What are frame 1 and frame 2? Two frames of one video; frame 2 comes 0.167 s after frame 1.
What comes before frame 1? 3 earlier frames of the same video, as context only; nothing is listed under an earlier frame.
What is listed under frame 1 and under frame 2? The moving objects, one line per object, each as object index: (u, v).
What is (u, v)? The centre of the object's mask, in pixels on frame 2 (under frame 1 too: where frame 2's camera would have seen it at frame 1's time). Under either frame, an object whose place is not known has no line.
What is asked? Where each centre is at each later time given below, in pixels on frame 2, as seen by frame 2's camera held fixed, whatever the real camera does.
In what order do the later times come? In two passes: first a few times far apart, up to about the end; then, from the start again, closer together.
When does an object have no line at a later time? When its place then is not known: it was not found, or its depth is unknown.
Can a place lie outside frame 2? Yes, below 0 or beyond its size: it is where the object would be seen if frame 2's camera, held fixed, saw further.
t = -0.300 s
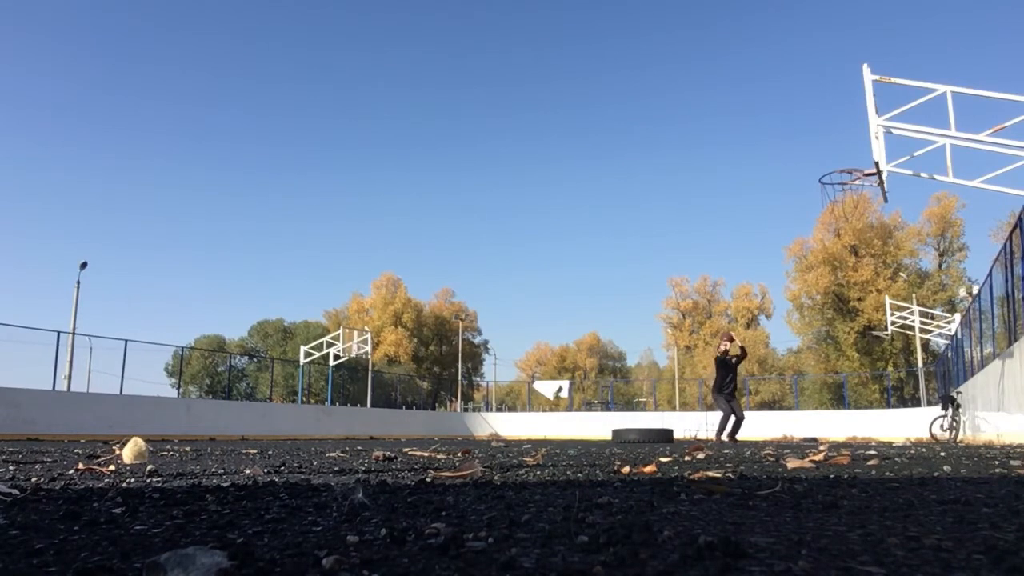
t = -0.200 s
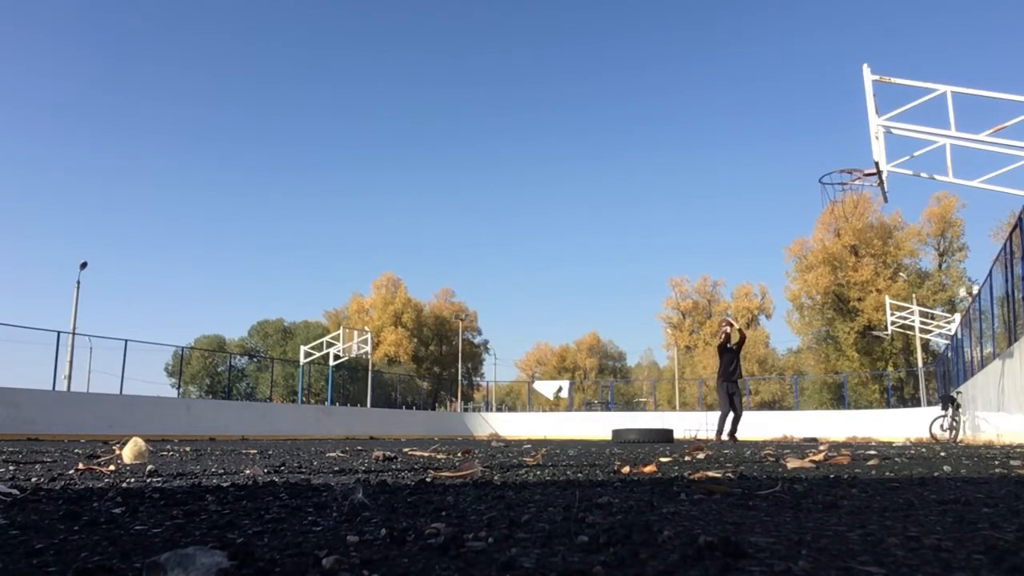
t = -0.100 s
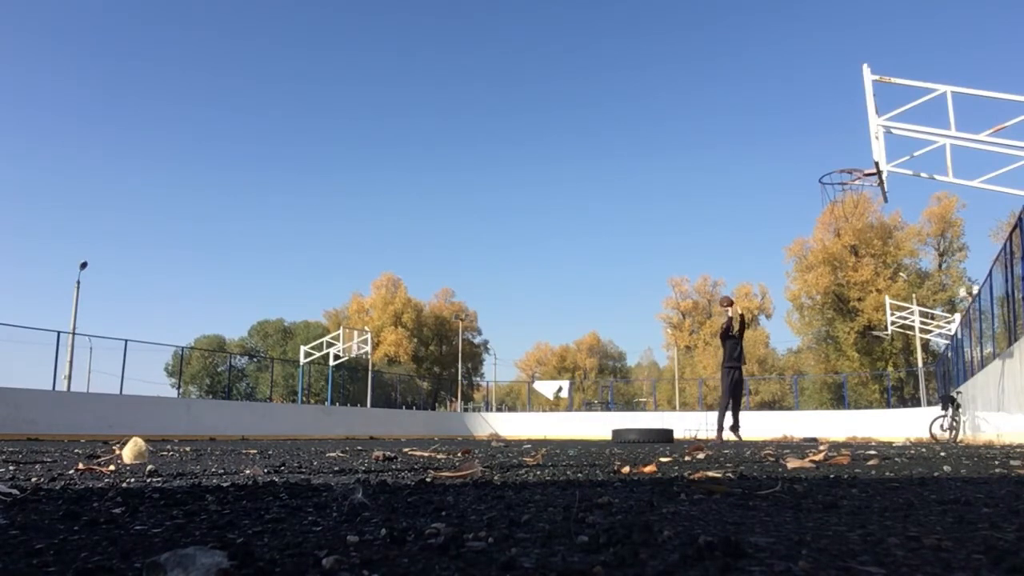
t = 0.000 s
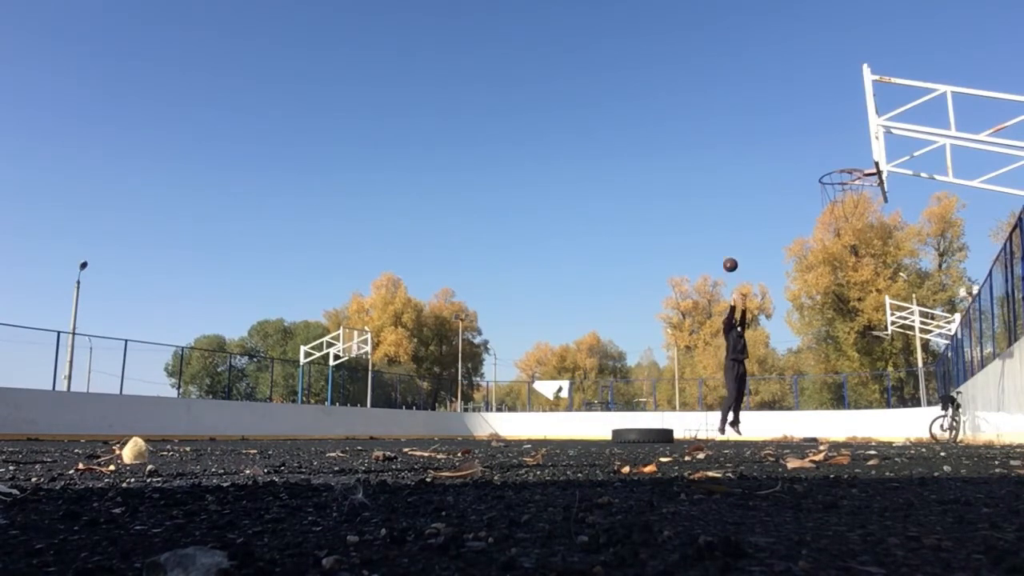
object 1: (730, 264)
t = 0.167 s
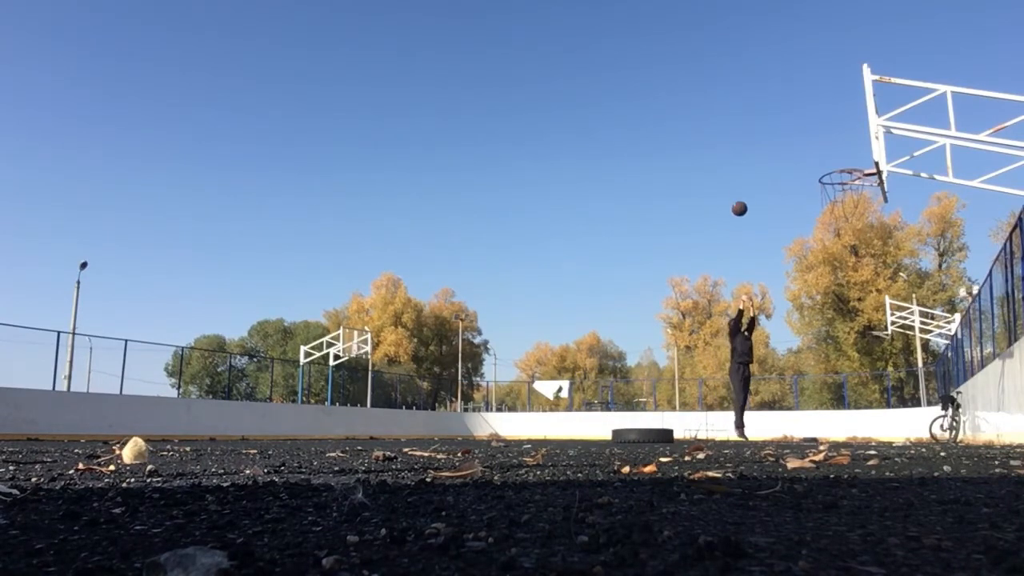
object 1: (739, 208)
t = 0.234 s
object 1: (743, 190)
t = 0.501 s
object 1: (764, 136)
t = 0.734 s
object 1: (788, 122)
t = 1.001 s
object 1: (824, 155)
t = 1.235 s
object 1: (855, 205)
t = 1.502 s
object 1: (889, 297)
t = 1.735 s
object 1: (924, 423)
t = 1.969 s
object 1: (909, 306)
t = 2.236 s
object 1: (899, 252)
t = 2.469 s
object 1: (895, 267)
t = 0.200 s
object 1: (741, 199)
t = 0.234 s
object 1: (743, 190)
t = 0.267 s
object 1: (746, 181)
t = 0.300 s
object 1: (748, 173)
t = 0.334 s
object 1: (751, 165)
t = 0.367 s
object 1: (753, 158)
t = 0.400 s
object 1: (756, 152)
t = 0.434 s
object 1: (758, 146)
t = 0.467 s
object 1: (761, 140)
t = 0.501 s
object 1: (764, 136)
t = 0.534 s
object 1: (767, 132)
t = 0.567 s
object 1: (770, 128)
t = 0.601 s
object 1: (774, 126)
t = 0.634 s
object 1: (777, 124)
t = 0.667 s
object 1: (780, 122)
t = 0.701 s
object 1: (784, 122)
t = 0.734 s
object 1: (788, 122)
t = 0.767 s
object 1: (792, 123)
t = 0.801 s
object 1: (796, 125)
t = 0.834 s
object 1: (800, 127)
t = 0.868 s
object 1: (804, 131)
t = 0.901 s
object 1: (809, 136)
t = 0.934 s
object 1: (814, 141)
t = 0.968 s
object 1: (819, 147)
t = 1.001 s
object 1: (824, 155)
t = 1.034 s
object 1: (829, 163)
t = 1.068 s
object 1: (835, 173)
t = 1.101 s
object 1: (841, 184)
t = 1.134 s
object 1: (845, 189)
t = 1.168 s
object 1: (848, 194)
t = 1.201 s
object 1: (851, 199)
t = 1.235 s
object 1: (855, 205)
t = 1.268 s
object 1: (859, 212)
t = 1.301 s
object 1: (863, 221)
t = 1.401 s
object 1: (875, 253)
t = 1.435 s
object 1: (880, 267)
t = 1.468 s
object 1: (885, 281)
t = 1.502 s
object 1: (889, 297)
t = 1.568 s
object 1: (900, 334)
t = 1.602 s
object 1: (905, 355)
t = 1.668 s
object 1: (917, 400)
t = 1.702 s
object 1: (924, 426)
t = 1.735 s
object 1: (924, 423)
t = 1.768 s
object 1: (922, 401)
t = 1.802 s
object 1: (920, 382)
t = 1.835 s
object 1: (917, 364)
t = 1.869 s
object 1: (915, 348)
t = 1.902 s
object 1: (913, 332)
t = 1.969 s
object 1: (909, 306)
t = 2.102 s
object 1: (903, 269)
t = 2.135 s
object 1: (903, 263)
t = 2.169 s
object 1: (901, 258)
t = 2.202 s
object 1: (900, 255)
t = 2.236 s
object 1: (899, 252)
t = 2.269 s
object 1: (898, 251)
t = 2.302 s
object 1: (898, 251)
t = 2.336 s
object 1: (897, 251)
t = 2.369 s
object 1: (896, 254)
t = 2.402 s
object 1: (895, 257)
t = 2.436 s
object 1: (895, 261)
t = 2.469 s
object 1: (895, 267)
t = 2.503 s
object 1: (895, 274)
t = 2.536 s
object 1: (895, 281)
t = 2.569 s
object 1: (895, 290)
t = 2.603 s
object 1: (895, 300)
